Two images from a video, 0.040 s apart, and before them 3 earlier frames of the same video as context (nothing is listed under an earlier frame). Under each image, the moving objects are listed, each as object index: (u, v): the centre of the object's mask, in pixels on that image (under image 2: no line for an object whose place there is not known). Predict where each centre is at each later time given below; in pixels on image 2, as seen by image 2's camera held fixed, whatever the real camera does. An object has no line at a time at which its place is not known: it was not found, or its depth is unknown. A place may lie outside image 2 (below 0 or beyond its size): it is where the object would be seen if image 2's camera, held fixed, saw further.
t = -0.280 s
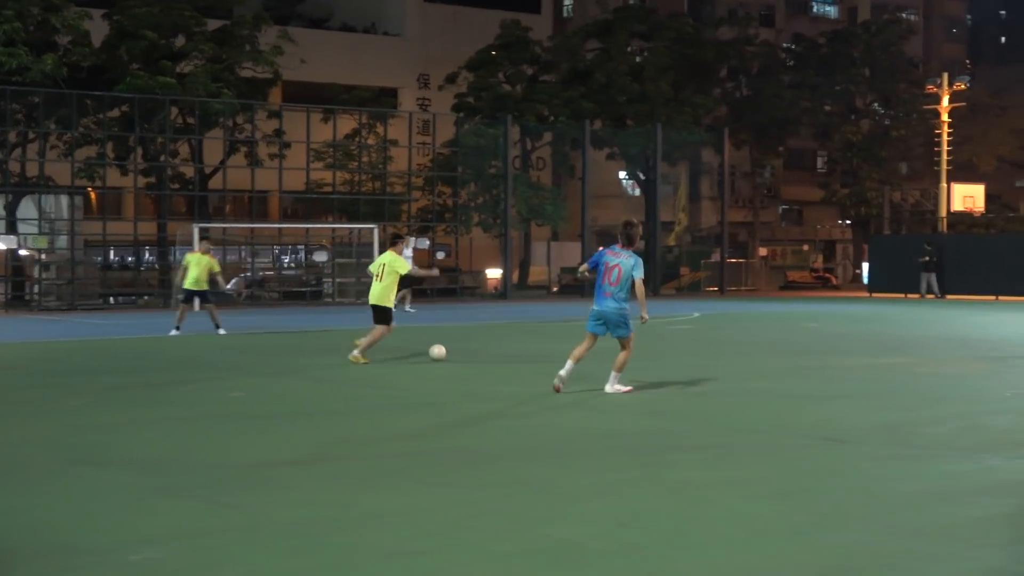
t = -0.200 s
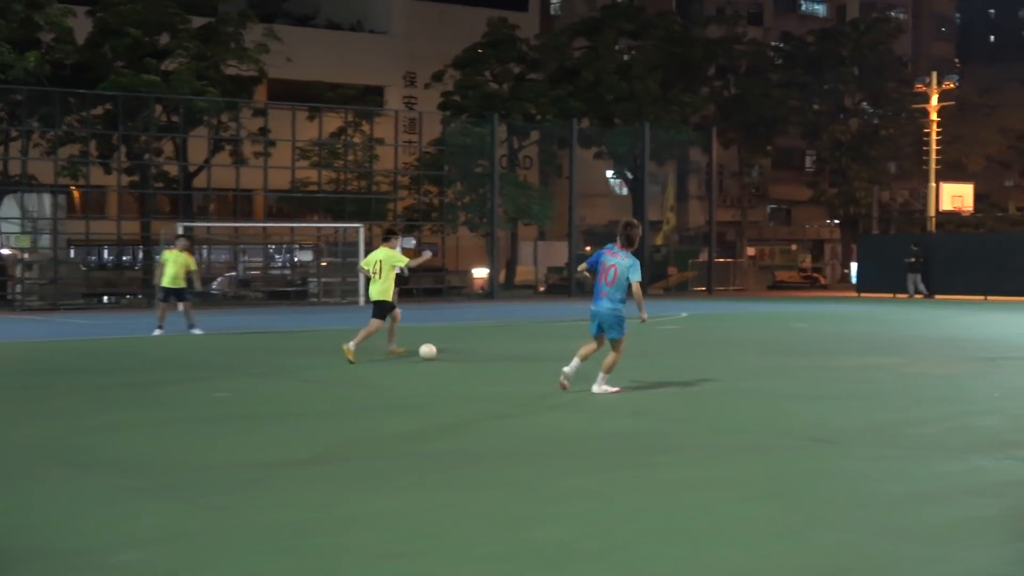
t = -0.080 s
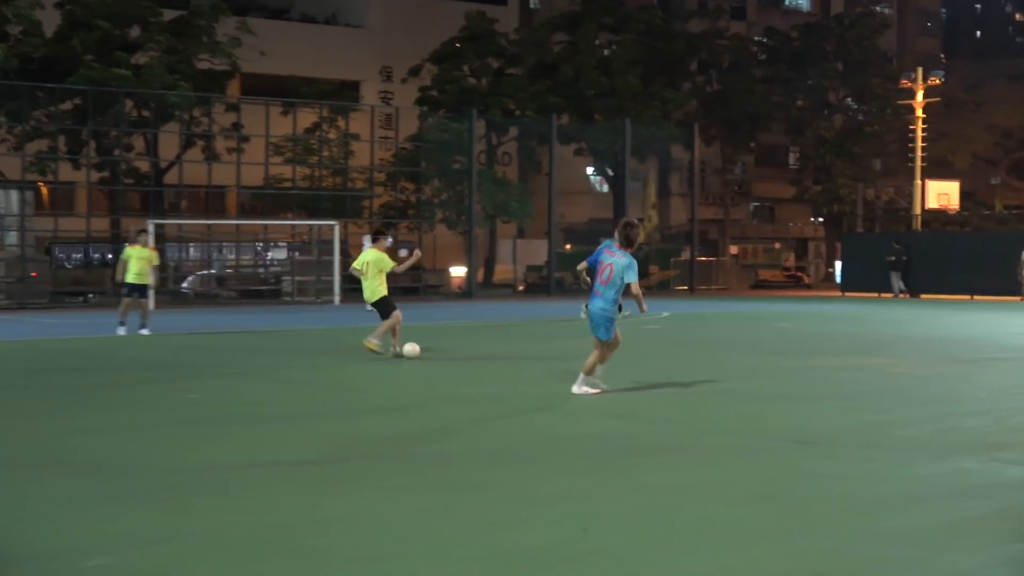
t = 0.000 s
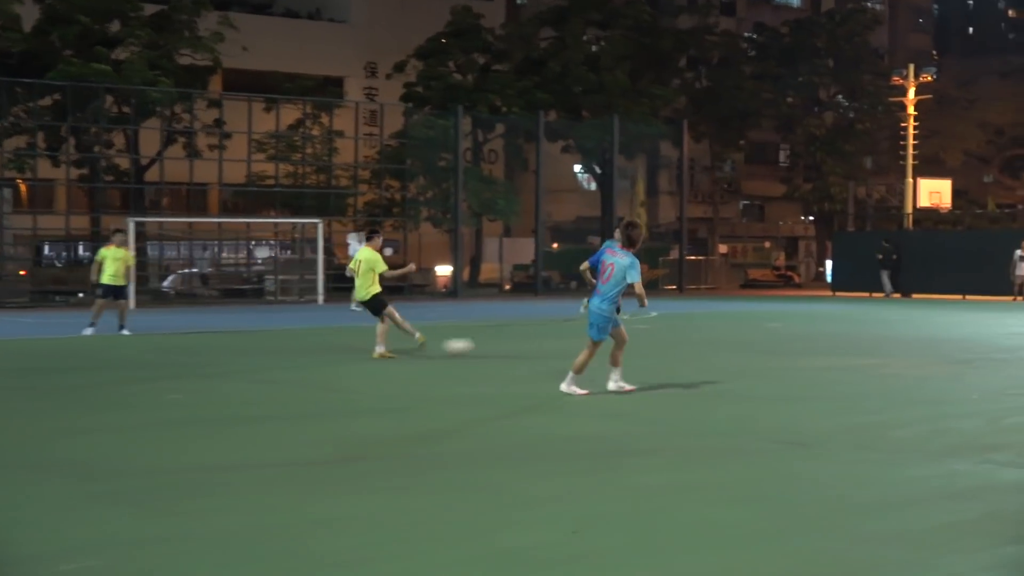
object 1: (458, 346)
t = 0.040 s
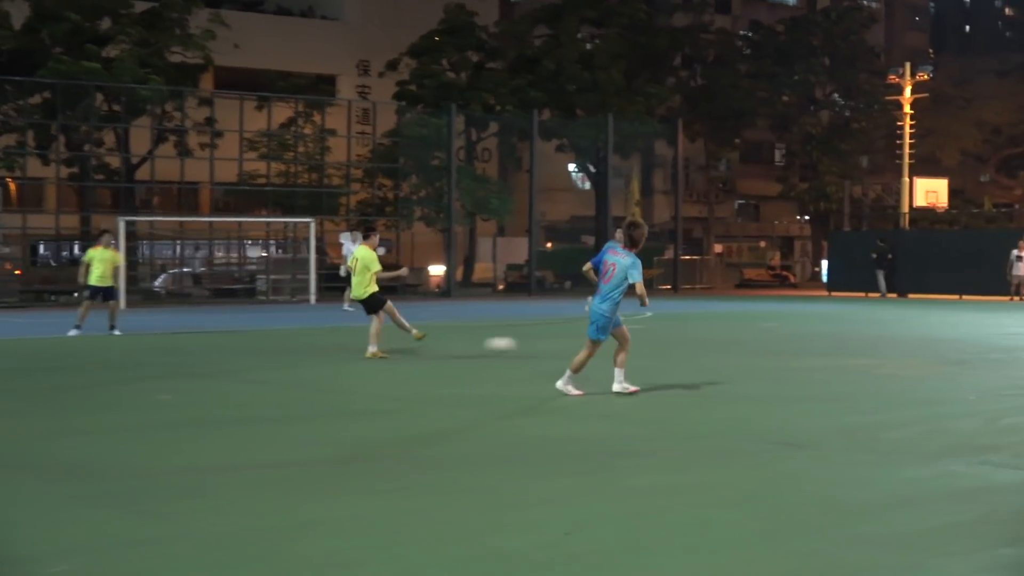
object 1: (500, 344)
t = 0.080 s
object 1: (547, 341)
